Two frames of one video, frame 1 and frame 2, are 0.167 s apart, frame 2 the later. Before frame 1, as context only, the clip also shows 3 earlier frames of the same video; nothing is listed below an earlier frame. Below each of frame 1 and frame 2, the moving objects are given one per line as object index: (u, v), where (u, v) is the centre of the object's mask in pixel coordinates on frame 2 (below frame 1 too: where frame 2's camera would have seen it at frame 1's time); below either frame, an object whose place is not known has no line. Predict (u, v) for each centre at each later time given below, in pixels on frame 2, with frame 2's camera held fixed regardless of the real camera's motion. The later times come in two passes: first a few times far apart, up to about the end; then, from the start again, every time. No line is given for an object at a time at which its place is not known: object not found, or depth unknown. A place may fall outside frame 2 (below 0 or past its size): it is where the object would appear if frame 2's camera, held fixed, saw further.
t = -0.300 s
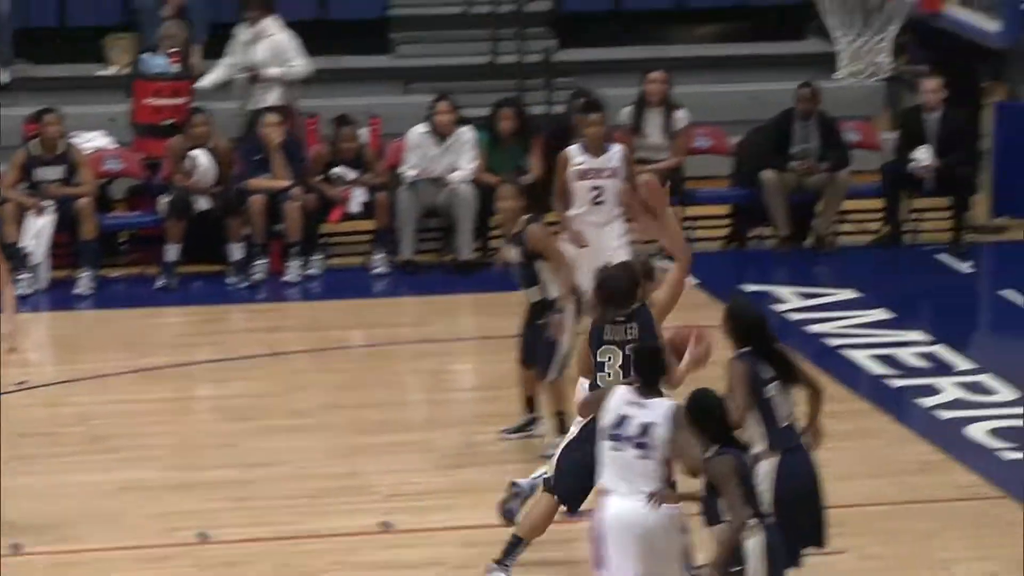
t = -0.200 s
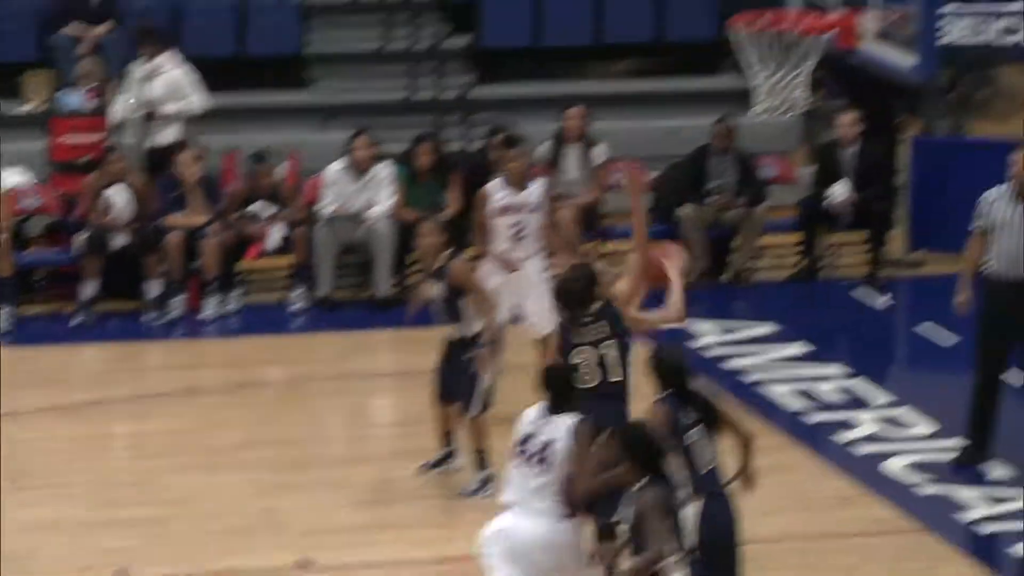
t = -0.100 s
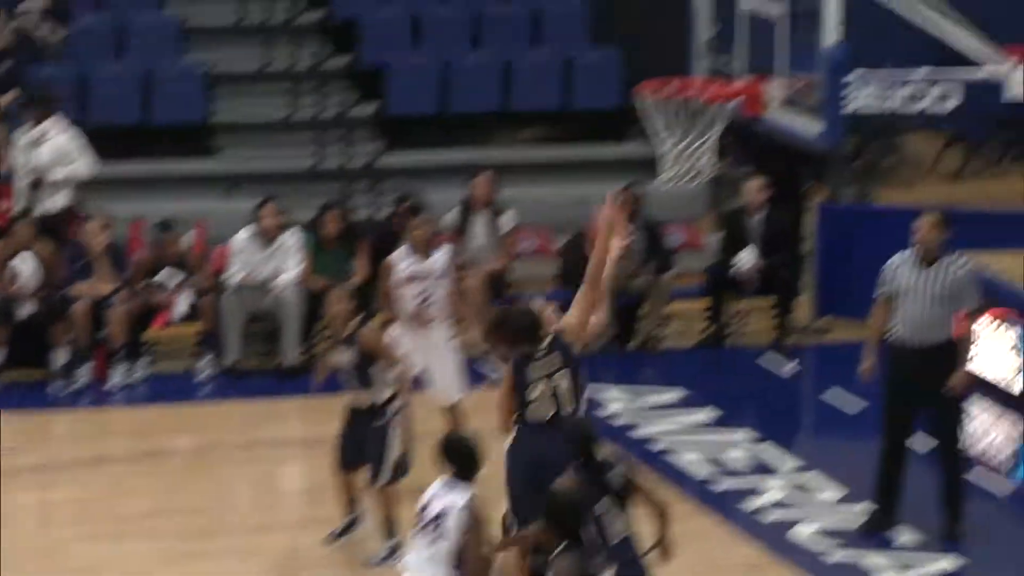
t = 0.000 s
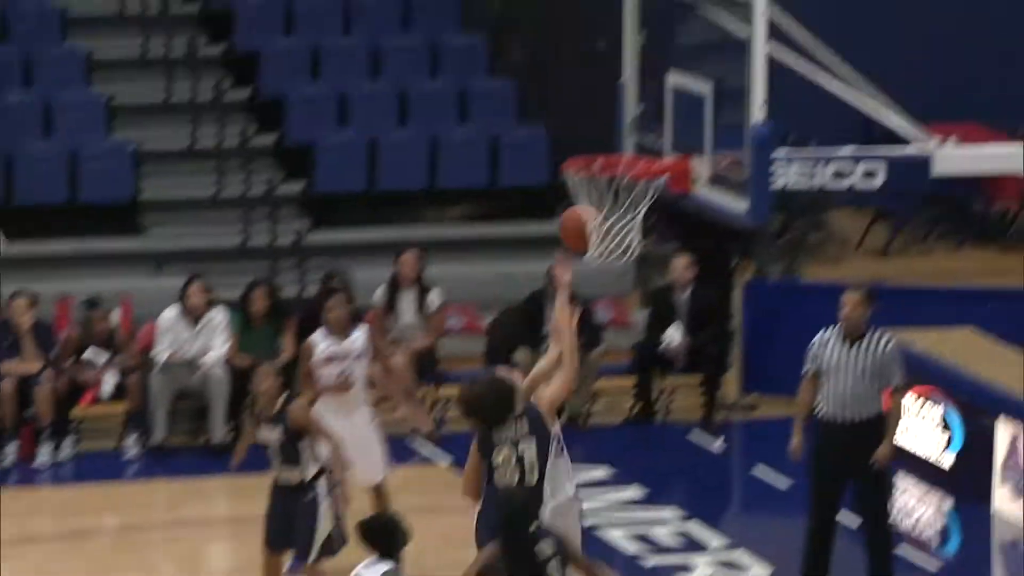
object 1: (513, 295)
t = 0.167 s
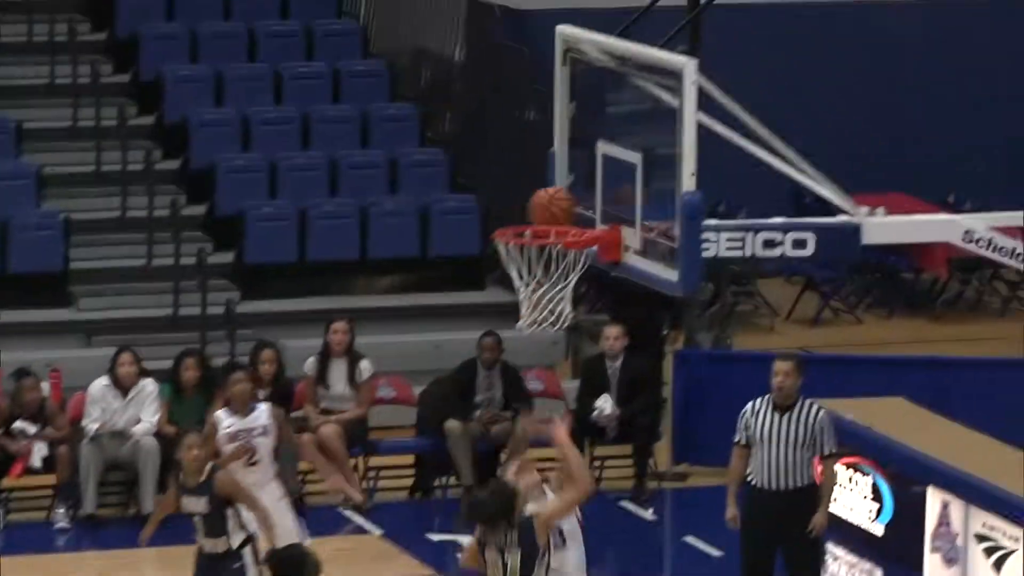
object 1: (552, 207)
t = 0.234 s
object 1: (539, 201)
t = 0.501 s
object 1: (520, 215)
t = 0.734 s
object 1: (548, 287)
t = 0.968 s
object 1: (557, 362)
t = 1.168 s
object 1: (561, 497)
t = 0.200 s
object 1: (545, 203)
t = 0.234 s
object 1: (539, 201)
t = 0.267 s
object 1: (530, 200)
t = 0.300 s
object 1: (524, 200)
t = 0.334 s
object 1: (517, 203)
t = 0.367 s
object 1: (510, 207)
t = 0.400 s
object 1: (508, 210)
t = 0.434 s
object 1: (512, 210)
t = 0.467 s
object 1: (516, 212)
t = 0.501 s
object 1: (520, 215)
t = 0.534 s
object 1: (523, 218)
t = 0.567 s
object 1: (528, 224)
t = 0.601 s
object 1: (534, 238)
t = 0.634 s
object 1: (536, 253)
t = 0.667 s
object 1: (541, 269)
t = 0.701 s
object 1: (545, 279)
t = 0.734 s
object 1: (548, 287)
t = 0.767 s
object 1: (554, 294)
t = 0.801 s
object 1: (552, 307)
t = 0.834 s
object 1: (552, 314)
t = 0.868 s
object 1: (554, 322)
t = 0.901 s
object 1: (555, 333)
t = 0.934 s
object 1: (554, 345)
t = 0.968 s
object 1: (557, 362)
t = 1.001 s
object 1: (557, 378)
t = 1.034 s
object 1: (559, 398)
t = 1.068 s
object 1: (559, 419)
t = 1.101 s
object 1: (561, 442)
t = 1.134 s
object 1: (561, 468)
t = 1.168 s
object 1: (561, 497)
